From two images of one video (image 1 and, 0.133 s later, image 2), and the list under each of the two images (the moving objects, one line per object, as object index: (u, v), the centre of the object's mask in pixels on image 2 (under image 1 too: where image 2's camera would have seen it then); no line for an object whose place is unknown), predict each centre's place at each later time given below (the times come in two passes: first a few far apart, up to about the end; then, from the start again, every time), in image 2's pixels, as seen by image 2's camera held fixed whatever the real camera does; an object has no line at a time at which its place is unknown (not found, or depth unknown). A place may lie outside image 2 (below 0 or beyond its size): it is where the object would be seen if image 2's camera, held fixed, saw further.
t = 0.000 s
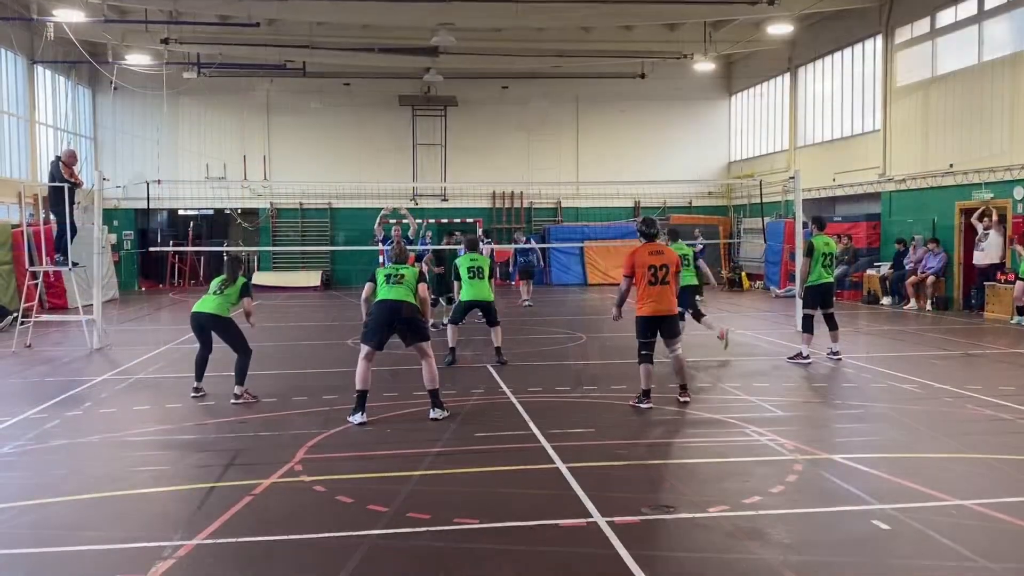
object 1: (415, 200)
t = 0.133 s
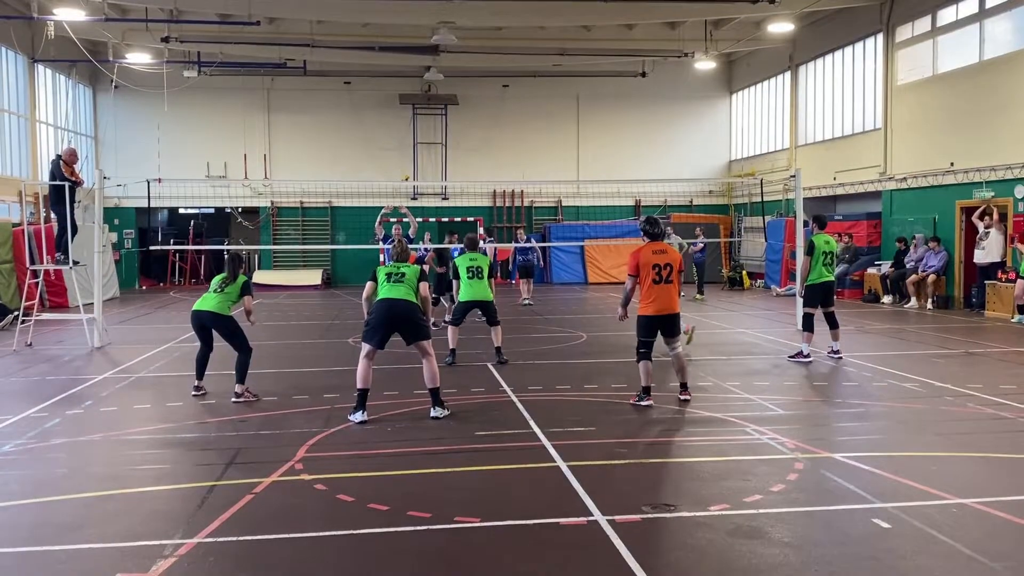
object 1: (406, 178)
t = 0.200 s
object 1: (400, 170)
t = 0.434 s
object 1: (376, 151)
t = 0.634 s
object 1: (350, 158)
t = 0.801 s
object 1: (325, 190)
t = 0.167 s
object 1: (402, 175)
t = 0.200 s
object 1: (400, 170)
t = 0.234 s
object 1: (396, 166)
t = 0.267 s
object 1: (393, 162)
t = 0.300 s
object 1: (389, 159)
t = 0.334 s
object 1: (386, 156)
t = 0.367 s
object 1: (382, 153)
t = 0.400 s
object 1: (379, 152)
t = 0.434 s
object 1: (376, 151)
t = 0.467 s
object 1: (371, 151)
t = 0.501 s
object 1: (368, 151)
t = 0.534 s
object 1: (363, 151)
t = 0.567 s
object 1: (359, 153)
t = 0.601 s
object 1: (354, 155)
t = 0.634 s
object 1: (350, 158)
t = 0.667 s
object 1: (346, 162)
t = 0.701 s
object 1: (341, 167)
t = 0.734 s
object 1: (336, 174)
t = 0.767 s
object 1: (331, 181)
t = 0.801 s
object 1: (325, 190)
